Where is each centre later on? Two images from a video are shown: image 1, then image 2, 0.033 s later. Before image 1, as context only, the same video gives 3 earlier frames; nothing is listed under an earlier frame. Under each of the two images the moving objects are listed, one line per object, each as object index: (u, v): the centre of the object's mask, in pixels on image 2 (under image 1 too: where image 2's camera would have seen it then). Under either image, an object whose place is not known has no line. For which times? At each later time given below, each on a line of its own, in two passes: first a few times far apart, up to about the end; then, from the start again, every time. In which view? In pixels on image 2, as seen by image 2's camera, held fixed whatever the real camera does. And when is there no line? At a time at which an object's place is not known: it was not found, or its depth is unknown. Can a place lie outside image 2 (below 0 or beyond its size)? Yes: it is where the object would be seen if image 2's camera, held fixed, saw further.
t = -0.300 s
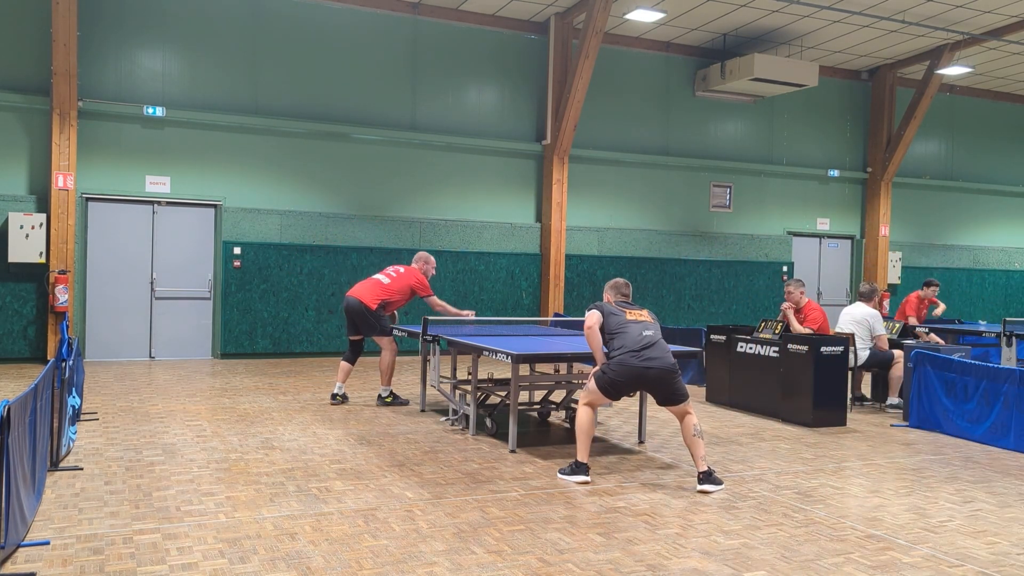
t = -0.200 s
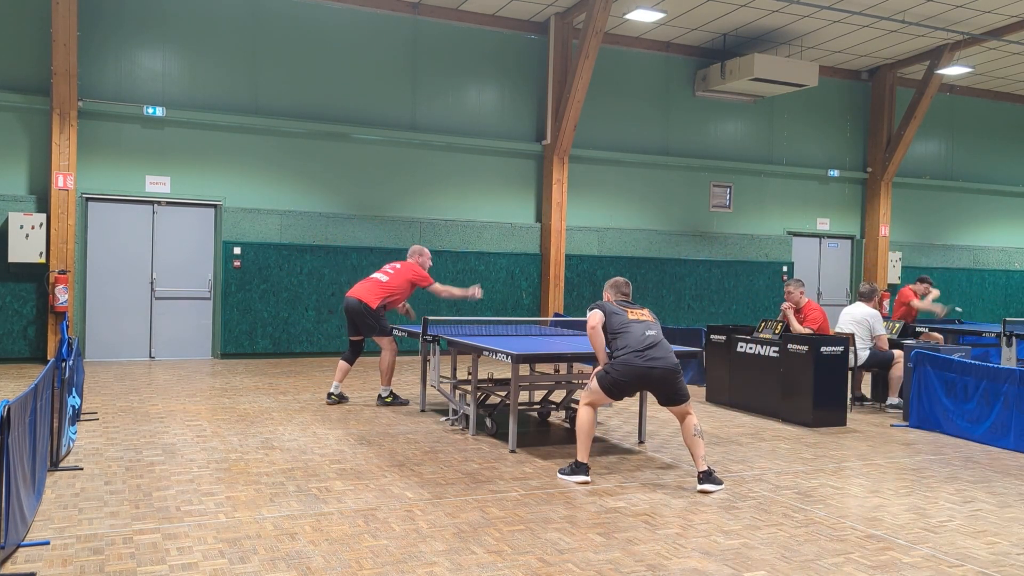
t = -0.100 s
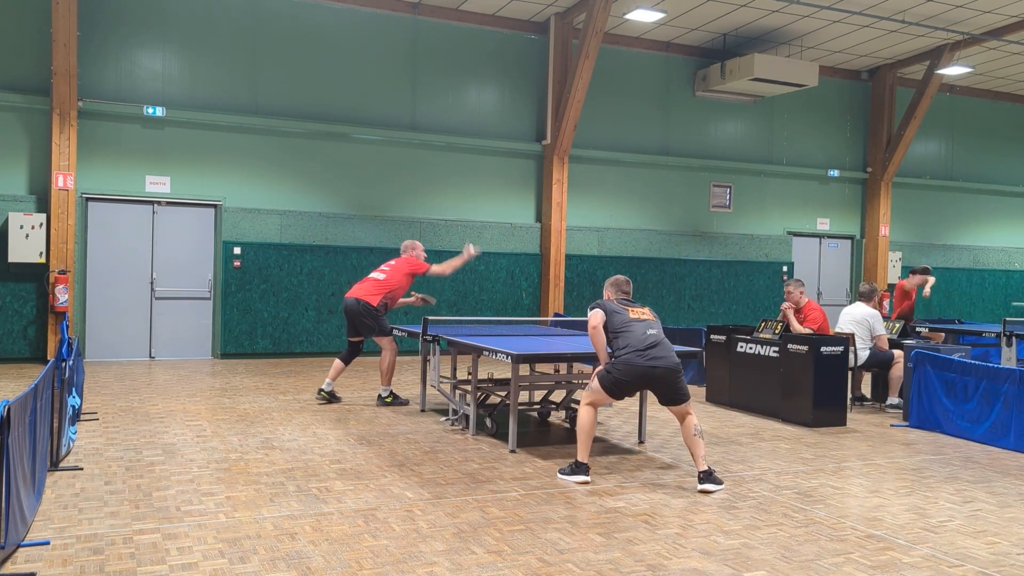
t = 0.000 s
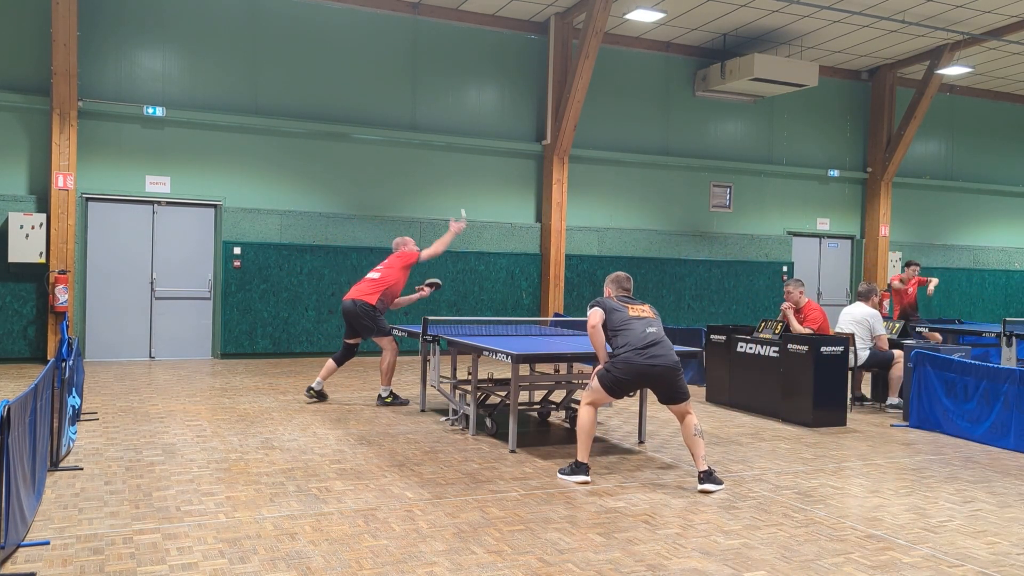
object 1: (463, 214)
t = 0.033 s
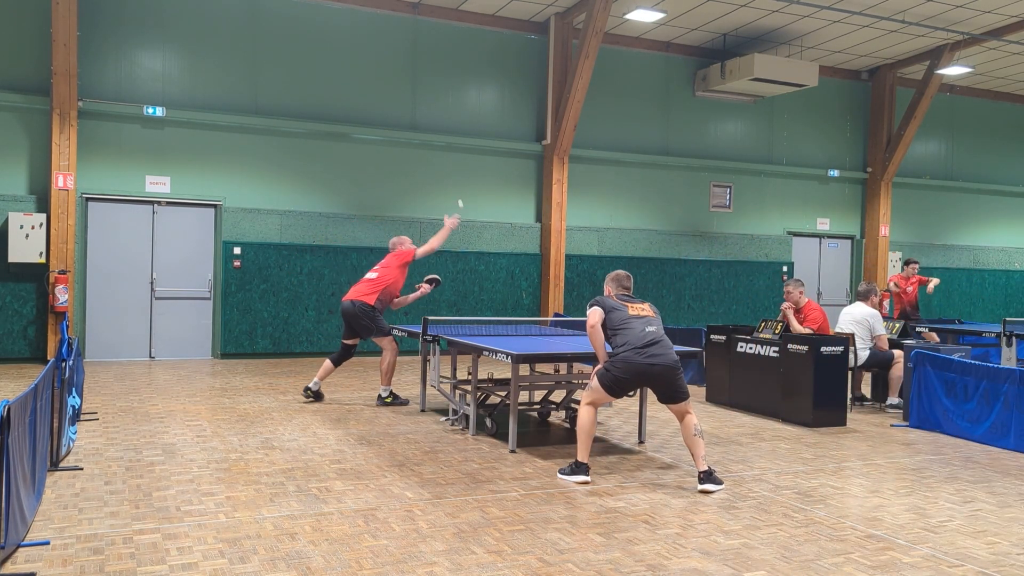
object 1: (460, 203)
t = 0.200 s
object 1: (447, 174)
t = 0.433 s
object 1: (428, 179)
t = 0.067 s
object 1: (457, 195)
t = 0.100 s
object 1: (455, 187)
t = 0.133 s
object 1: (452, 182)
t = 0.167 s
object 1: (449, 177)
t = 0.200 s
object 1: (447, 174)
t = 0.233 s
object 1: (444, 171)
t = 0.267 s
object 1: (441, 170)
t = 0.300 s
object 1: (439, 170)
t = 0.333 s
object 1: (436, 170)
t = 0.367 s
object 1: (433, 172)
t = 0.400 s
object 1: (430, 175)
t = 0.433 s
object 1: (428, 179)
